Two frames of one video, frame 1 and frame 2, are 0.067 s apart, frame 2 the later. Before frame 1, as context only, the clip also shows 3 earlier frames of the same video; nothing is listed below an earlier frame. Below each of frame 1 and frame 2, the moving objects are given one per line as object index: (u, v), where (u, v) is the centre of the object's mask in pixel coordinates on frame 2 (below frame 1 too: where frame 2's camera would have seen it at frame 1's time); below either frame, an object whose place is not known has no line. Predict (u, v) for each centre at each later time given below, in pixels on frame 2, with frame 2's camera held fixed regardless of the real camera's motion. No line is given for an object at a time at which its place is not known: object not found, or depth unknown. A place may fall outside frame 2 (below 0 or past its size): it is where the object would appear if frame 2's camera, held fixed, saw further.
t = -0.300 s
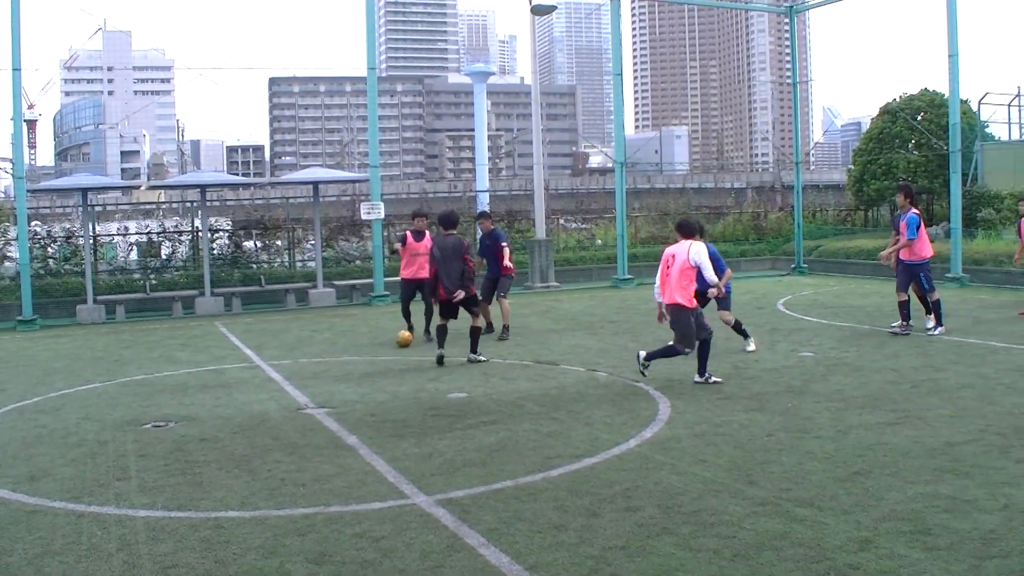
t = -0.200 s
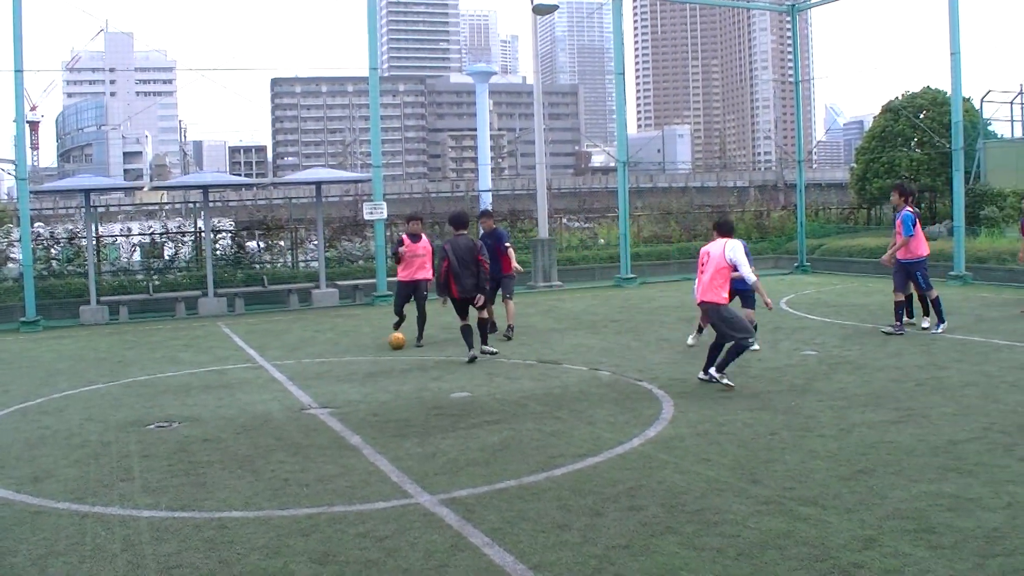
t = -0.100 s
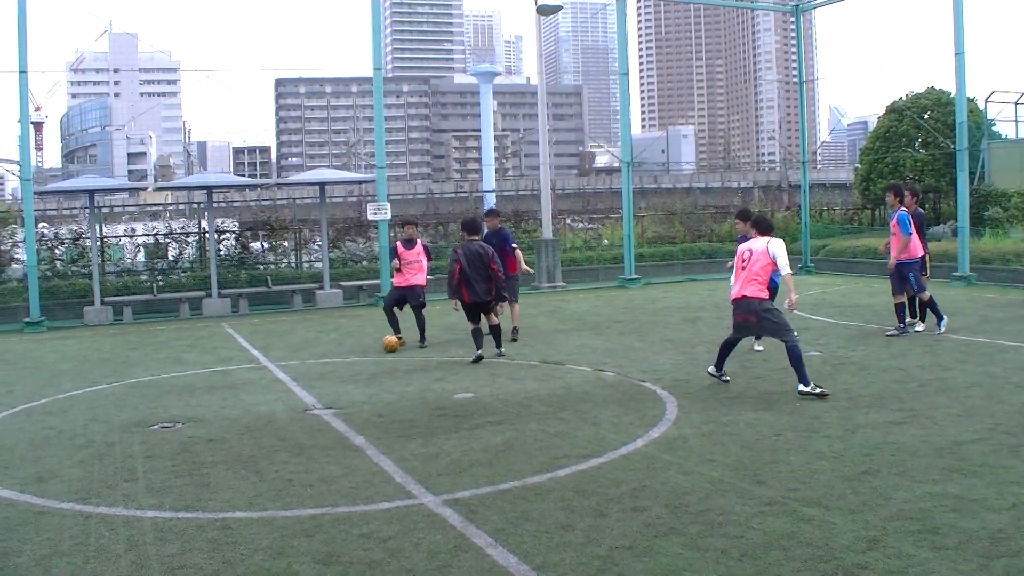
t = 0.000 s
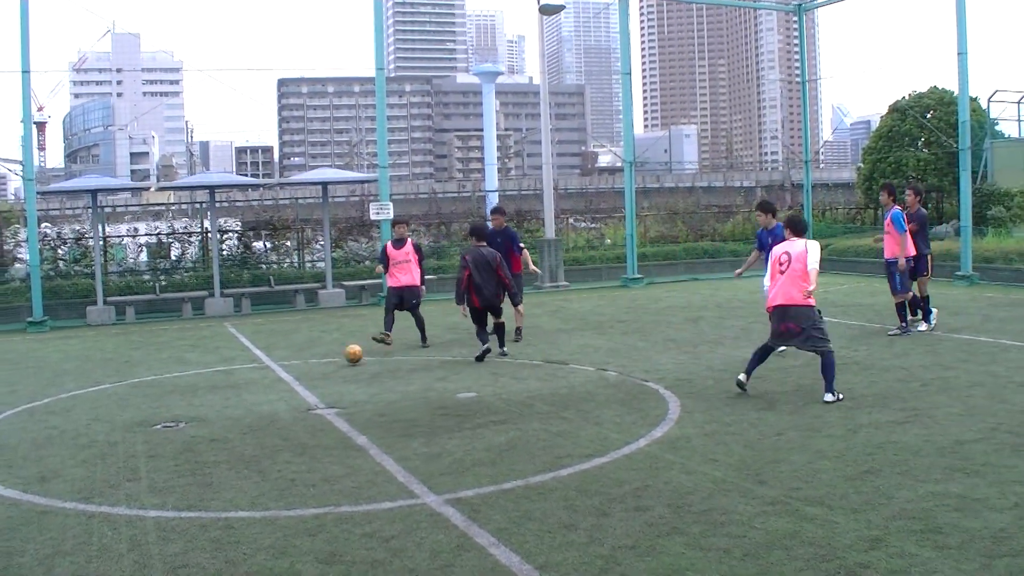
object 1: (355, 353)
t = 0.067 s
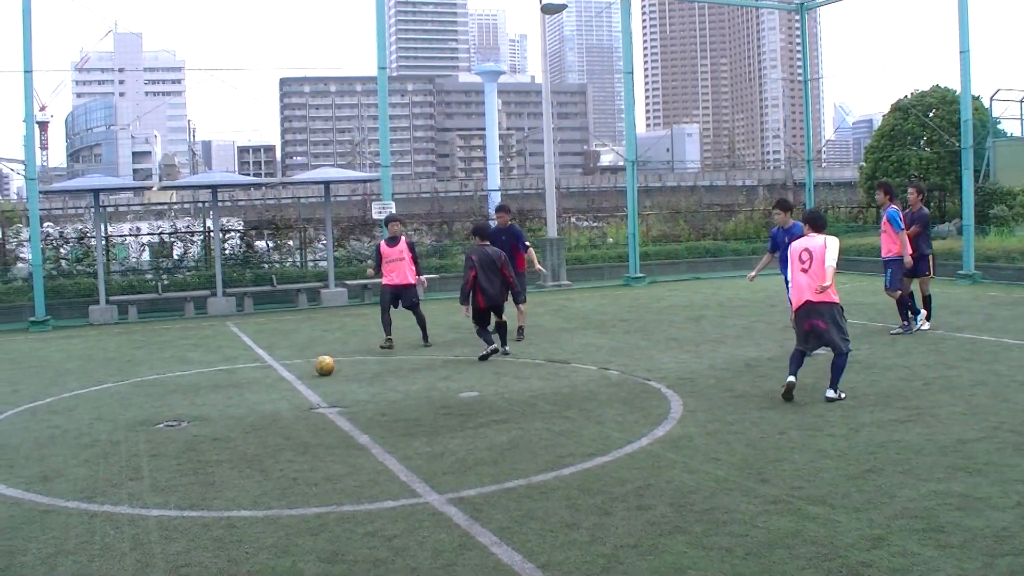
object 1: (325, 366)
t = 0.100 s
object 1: (309, 370)
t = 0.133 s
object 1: (292, 374)
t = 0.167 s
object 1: (275, 382)
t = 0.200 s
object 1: (258, 389)
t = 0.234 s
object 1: (243, 395)
